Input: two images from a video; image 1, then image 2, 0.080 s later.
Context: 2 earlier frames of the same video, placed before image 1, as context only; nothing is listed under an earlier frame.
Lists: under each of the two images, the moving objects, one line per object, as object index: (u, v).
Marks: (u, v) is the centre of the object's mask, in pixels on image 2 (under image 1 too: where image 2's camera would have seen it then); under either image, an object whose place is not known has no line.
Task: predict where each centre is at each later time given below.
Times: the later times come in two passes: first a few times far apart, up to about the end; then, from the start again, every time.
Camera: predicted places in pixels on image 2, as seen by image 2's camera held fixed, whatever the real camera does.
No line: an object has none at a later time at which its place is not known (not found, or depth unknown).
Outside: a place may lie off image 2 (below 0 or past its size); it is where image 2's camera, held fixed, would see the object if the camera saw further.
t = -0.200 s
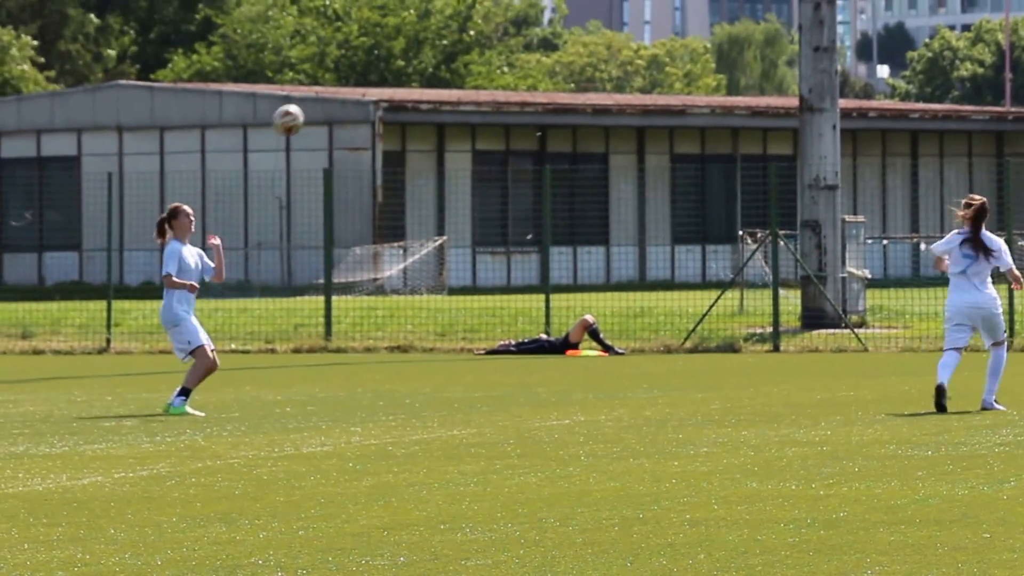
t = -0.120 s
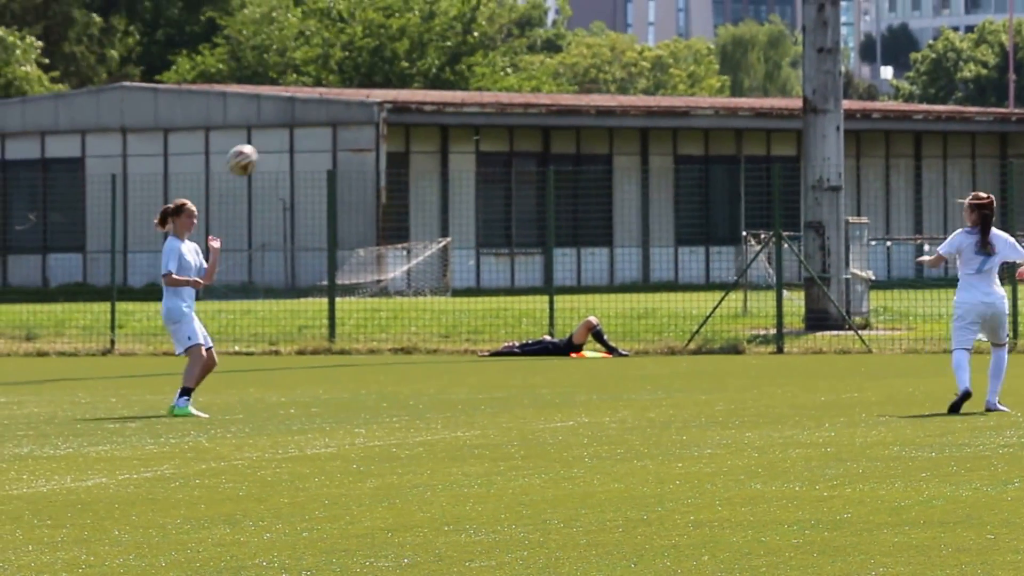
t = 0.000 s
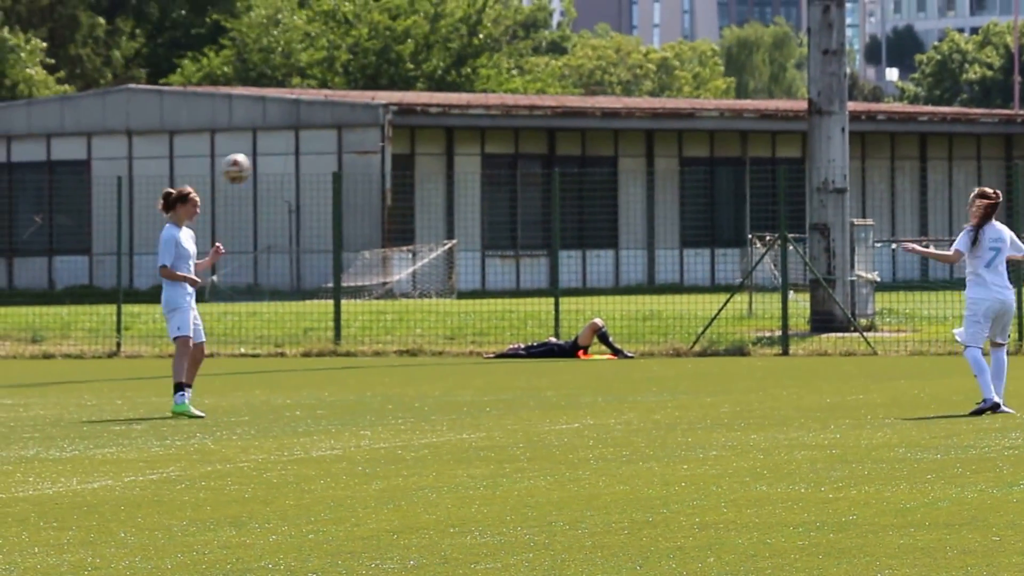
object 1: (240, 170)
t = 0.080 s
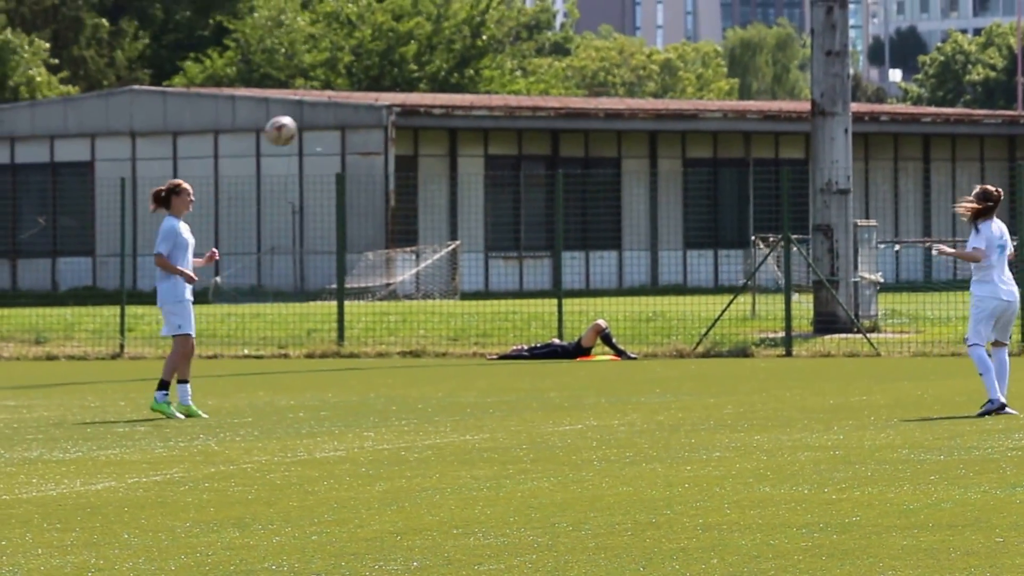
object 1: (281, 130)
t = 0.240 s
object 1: (364, 77)
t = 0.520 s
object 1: (504, 72)
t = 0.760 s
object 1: (616, 162)
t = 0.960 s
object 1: (706, 302)
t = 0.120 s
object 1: (302, 114)
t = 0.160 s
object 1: (323, 100)
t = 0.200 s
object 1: (343, 88)
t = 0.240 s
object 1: (364, 77)
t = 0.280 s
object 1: (384, 69)
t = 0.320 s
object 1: (405, 65)
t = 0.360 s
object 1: (425, 62)
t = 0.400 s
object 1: (444, 61)
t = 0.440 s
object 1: (464, 61)
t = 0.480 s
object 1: (483, 65)
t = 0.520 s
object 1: (504, 72)
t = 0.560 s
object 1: (523, 80)
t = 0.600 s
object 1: (542, 92)
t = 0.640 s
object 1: (562, 106)
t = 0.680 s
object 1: (580, 122)
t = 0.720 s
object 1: (599, 140)
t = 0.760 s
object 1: (616, 162)
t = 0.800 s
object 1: (636, 185)
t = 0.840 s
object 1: (654, 210)
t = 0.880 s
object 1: (671, 239)
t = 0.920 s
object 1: (689, 269)
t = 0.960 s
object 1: (706, 302)
